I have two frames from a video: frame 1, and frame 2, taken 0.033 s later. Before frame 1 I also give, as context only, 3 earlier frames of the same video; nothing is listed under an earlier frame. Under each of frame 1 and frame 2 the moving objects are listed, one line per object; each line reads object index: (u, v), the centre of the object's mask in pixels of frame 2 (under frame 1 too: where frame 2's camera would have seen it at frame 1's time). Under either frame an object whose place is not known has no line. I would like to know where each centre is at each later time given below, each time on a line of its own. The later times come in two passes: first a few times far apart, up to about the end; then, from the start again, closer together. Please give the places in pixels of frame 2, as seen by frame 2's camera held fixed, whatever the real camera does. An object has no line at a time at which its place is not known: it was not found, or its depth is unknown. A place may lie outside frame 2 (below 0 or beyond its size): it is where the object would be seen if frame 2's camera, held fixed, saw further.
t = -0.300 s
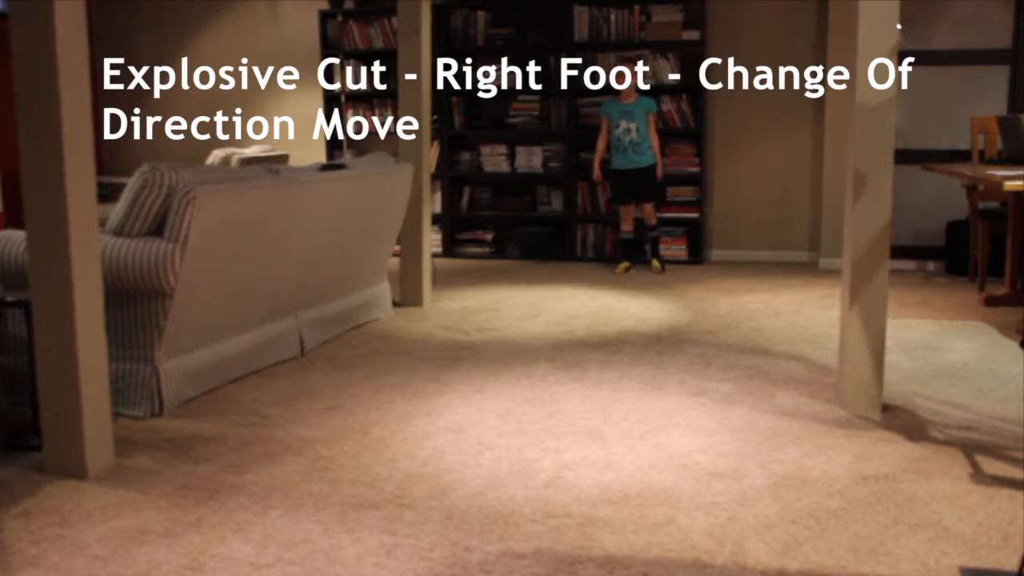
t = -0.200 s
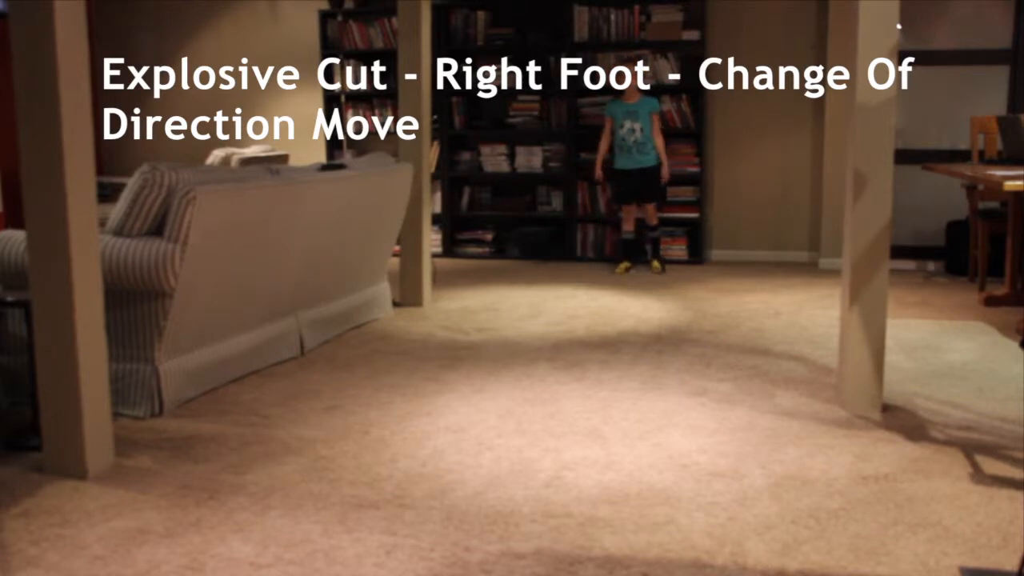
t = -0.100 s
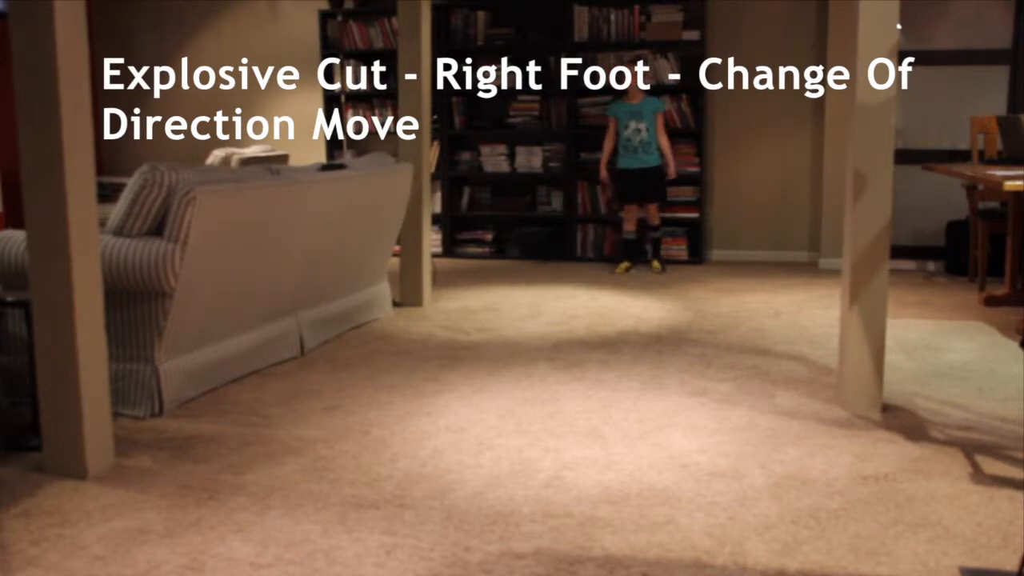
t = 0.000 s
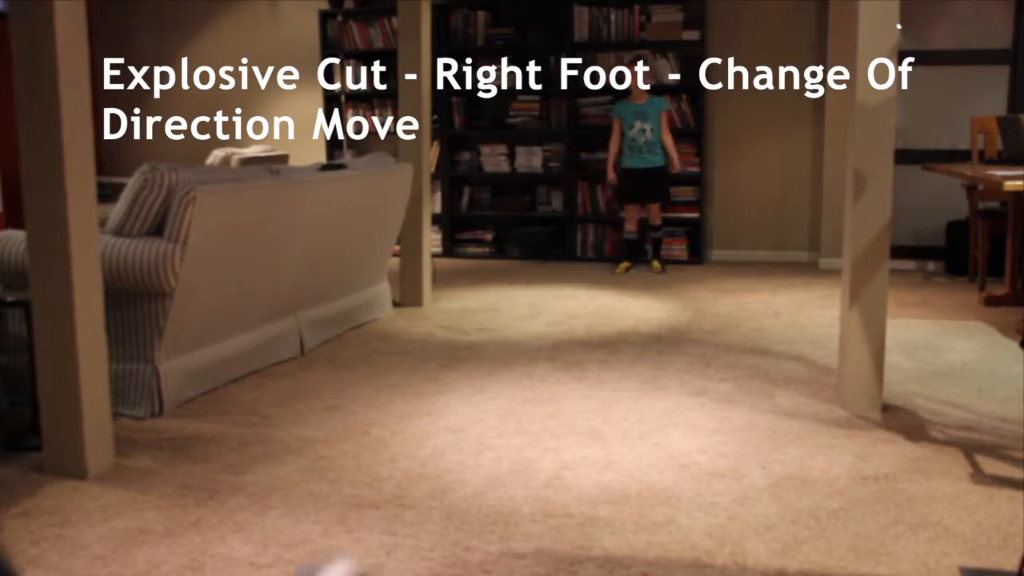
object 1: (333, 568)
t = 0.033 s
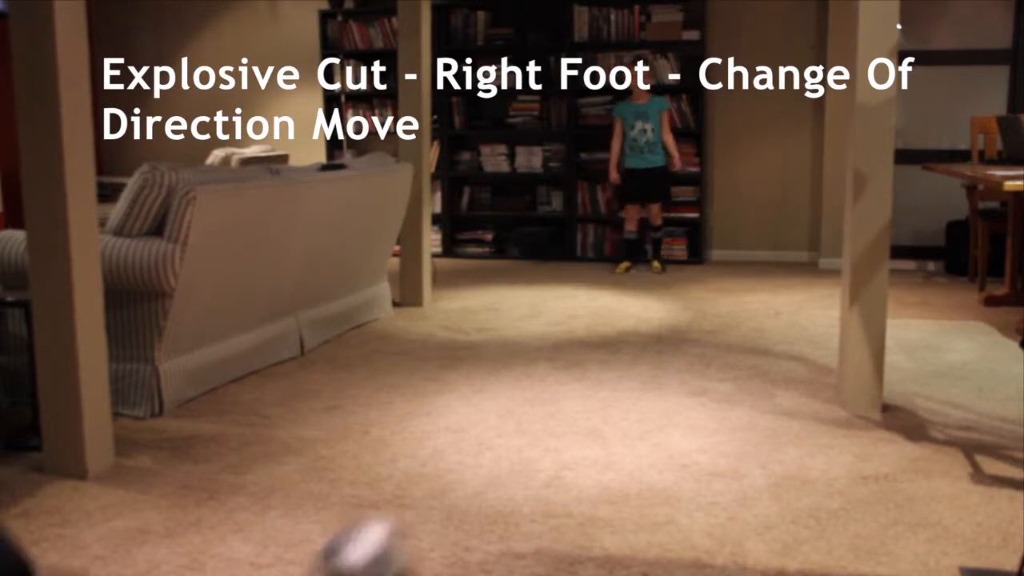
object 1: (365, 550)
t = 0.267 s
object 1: (501, 404)
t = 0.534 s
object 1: (560, 338)
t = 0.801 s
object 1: (591, 301)
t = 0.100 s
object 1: (418, 502)
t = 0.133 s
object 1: (441, 475)
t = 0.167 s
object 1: (460, 456)
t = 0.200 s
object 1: (476, 440)
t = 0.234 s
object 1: (489, 421)
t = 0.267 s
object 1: (501, 404)
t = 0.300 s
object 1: (510, 392)
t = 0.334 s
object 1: (521, 384)
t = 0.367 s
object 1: (529, 376)
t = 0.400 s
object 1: (537, 364)
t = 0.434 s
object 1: (542, 356)
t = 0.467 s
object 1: (548, 352)
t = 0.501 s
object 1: (554, 348)
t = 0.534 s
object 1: (560, 338)
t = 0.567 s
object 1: (564, 331)
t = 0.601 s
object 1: (568, 327)
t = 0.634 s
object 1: (573, 324)
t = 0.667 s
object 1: (577, 317)
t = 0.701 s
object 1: (581, 311)
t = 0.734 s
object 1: (584, 308)
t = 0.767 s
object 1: (587, 305)
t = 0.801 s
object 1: (591, 301)
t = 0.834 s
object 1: (594, 296)
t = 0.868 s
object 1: (597, 293)
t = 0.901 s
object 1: (600, 291)
